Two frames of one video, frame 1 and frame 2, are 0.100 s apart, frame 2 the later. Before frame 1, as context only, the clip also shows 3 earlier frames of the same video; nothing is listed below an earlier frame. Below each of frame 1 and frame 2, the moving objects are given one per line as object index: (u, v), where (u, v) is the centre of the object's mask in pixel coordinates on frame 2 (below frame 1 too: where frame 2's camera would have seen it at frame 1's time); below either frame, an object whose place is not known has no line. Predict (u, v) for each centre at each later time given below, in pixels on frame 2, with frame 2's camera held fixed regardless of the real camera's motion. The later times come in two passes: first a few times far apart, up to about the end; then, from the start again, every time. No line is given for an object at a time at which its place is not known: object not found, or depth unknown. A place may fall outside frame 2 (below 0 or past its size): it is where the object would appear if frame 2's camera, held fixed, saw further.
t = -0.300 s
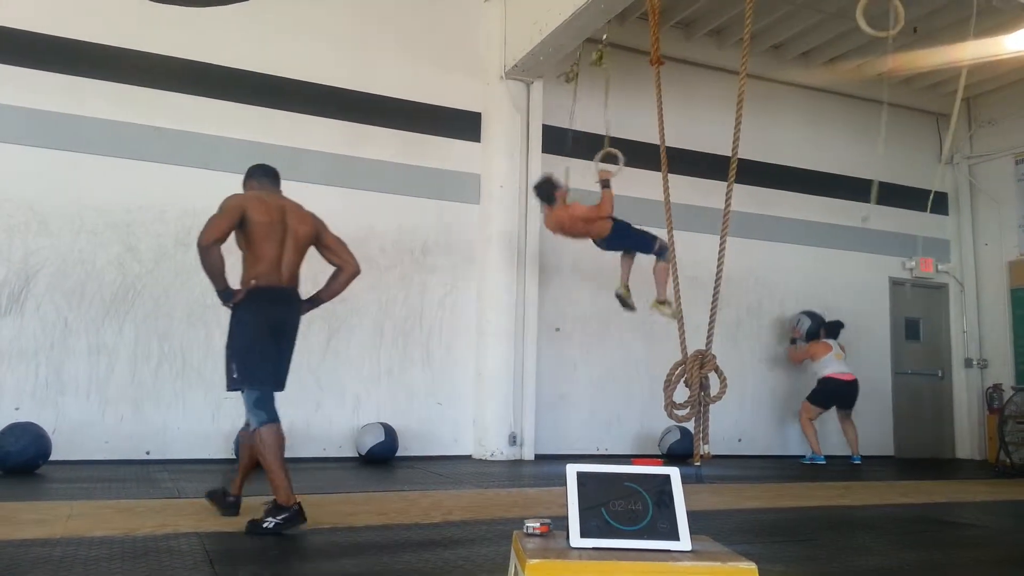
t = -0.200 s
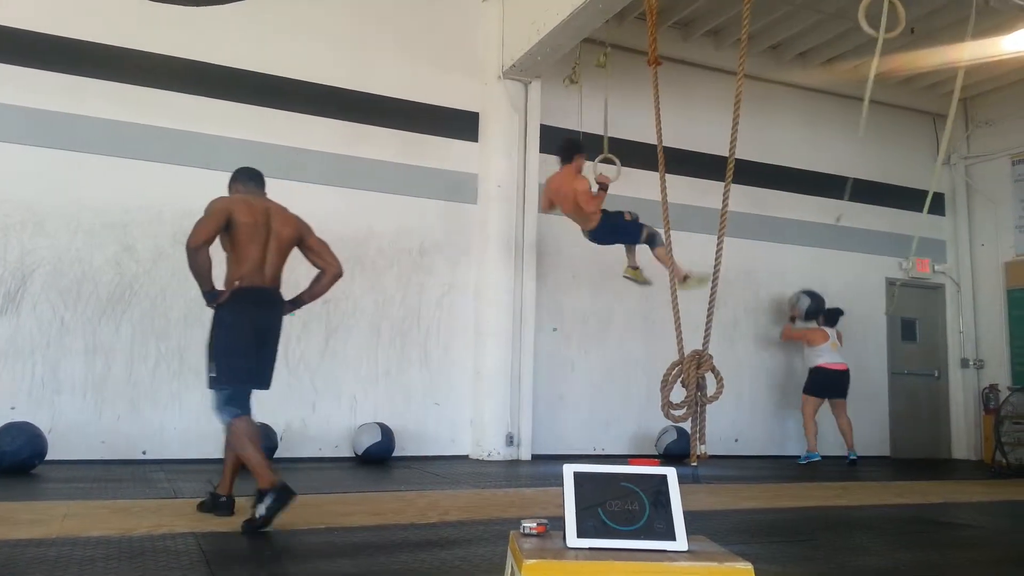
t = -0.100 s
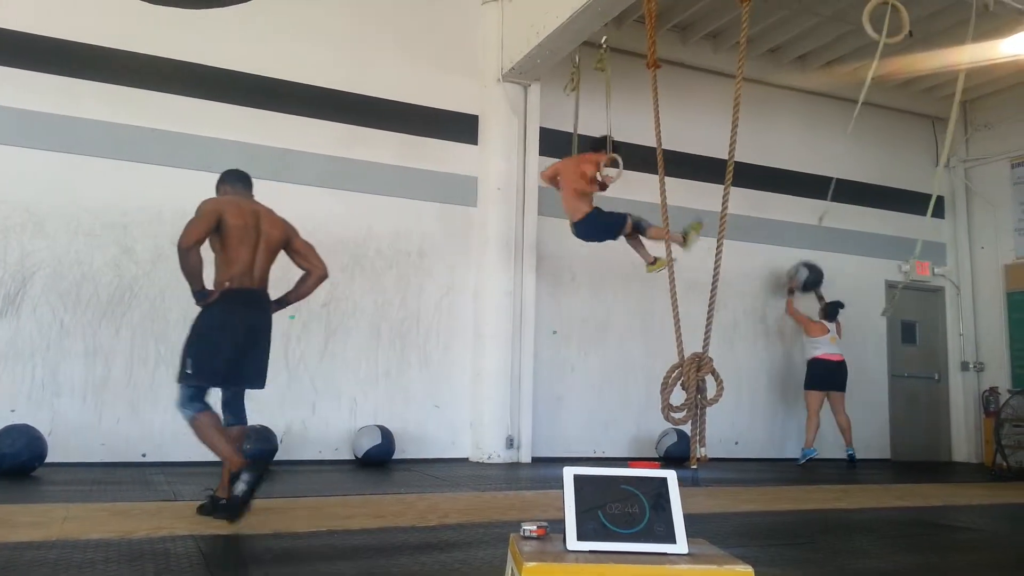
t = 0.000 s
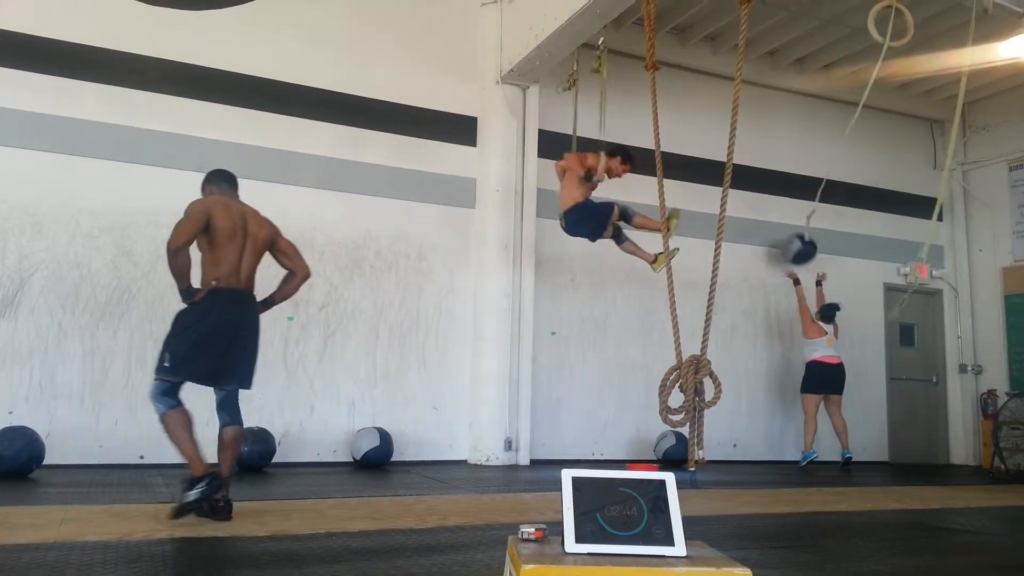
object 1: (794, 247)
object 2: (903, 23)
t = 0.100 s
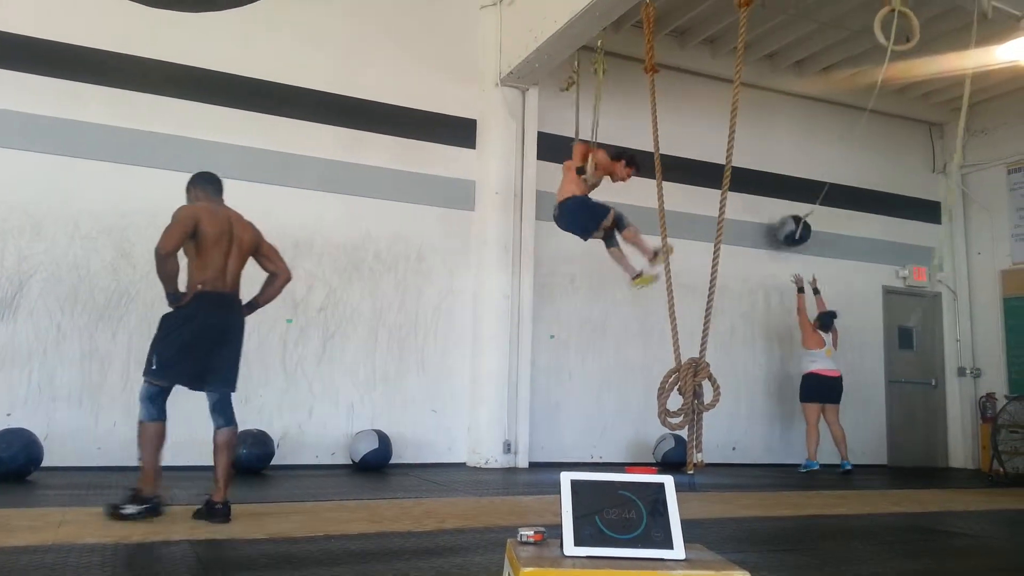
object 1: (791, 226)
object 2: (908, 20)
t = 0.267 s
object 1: (785, 215)
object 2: (923, 25)
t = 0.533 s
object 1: (787, 233)
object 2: (935, 19)
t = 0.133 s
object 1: (790, 221)
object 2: (913, 23)
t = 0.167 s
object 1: (790, 217)
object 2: (915, 24)
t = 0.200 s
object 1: (787, 213)
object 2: (917, 26)
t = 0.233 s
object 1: (785, 210)
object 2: (921, 26)
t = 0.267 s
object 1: (785, 215)
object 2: (923, 25)
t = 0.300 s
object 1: (783, 214)
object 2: (926, 26)
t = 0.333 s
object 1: (783, 214)
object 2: (928, 28)
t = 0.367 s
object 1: (784, 215)
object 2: (929, 22)
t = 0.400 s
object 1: (785, 217)
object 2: (931, 23)
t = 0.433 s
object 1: (785, 219)
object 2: (935, 28)
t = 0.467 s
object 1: (786, 223)
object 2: (934, 23)
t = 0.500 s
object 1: (787, 228)
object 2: (935, 22)
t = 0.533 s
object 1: (787, 233)
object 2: (935, 19)
